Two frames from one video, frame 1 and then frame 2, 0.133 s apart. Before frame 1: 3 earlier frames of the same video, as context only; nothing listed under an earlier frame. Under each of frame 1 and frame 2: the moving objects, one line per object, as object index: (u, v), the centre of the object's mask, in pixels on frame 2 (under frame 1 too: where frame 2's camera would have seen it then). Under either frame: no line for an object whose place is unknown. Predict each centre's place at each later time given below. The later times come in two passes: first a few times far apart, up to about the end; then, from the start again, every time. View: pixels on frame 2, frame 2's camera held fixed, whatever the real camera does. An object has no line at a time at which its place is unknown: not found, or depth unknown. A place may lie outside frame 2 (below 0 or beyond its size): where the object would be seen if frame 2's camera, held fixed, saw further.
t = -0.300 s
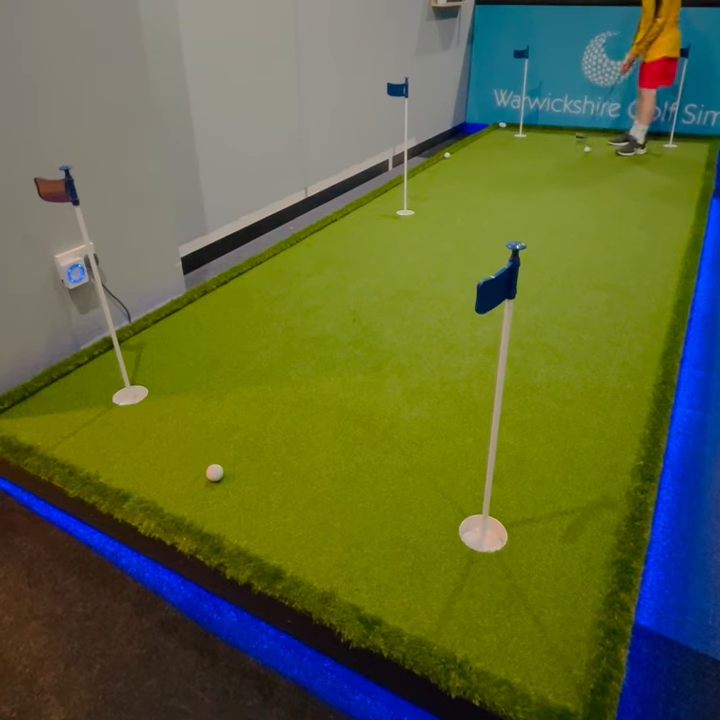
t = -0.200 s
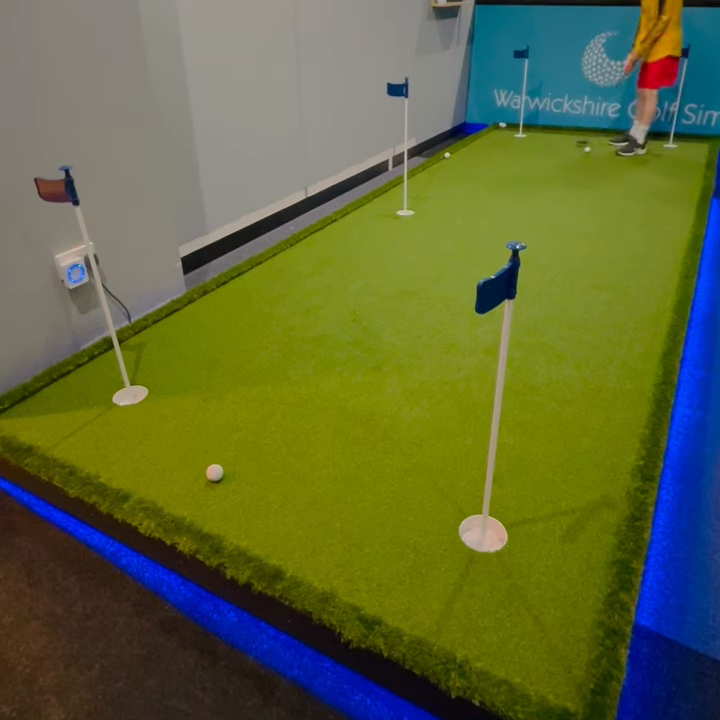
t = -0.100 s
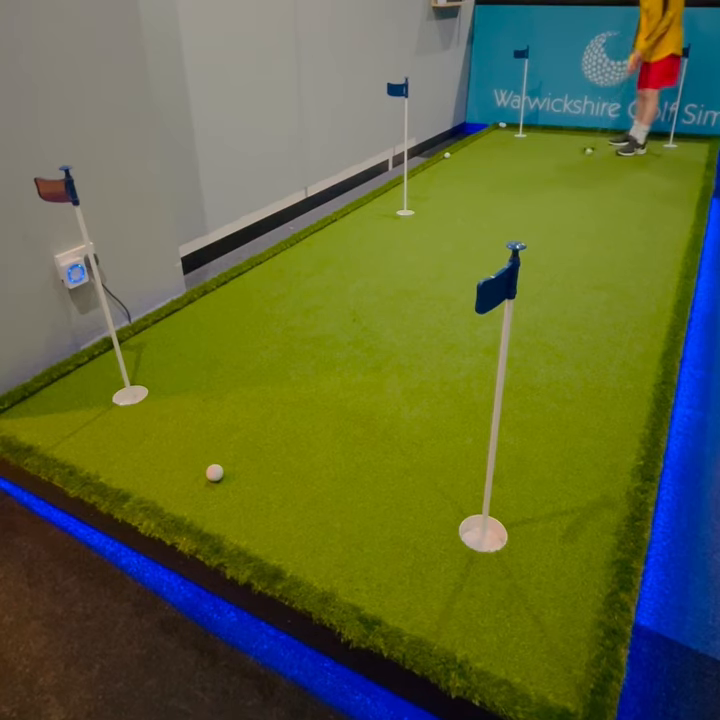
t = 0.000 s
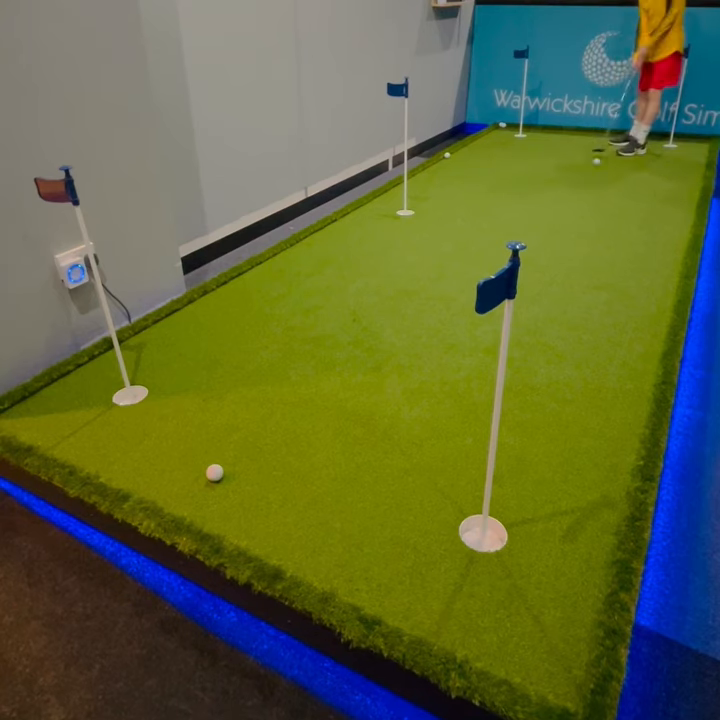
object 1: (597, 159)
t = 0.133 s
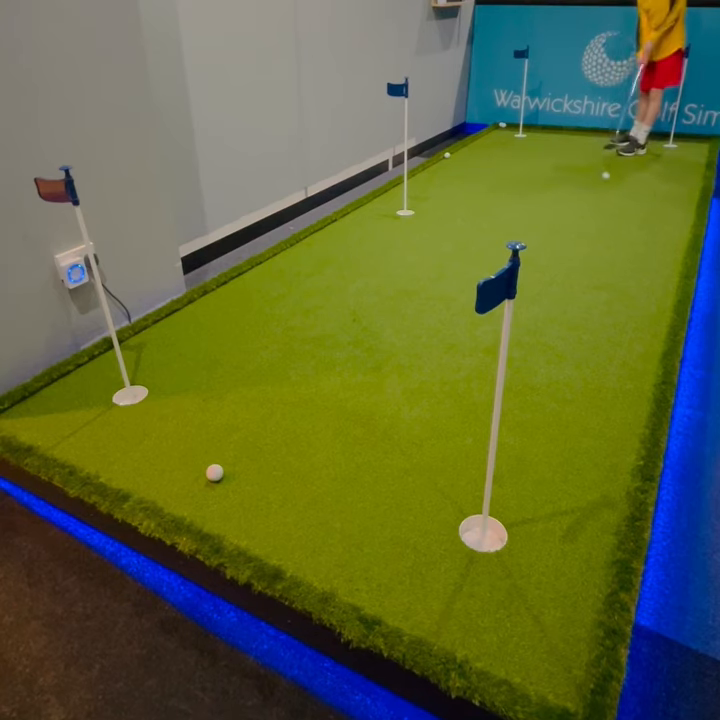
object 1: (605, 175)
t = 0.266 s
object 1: (614, 191)
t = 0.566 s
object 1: (636, 231)
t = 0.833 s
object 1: (654, 279)
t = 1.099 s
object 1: (655, 334)
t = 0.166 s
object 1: (608, 179)
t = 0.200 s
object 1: (610, 184)
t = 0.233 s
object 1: (612, 187)
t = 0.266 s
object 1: (614, 191)
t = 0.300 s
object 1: (617, 195)
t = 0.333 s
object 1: (619, 200)
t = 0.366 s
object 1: (621, 203)
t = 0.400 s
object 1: (624, 208)
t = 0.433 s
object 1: (626, 212)
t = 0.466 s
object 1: (629, 217)
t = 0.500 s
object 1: (630, 221)
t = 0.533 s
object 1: (633, 227)
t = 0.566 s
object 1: (636, 231)
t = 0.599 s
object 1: (638, 236)
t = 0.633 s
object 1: (640, 242)
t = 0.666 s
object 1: (642, 247)
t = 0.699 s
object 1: (645, 254)
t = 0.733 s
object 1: (648, 260)
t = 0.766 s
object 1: (650, 266)
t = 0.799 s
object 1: (652, 272)
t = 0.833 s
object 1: (654, 279)
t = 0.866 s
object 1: (657, 285)
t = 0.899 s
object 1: (659, 292)
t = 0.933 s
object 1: (662, 300)
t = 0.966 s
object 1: (664, 307)
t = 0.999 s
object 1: (667, 315)
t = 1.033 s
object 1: (665, 322)
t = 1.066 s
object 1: (661, 327)
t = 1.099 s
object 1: (655, 334)
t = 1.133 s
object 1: (650, 341)
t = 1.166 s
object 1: (646, 347)
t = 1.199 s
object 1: (641, 354)
